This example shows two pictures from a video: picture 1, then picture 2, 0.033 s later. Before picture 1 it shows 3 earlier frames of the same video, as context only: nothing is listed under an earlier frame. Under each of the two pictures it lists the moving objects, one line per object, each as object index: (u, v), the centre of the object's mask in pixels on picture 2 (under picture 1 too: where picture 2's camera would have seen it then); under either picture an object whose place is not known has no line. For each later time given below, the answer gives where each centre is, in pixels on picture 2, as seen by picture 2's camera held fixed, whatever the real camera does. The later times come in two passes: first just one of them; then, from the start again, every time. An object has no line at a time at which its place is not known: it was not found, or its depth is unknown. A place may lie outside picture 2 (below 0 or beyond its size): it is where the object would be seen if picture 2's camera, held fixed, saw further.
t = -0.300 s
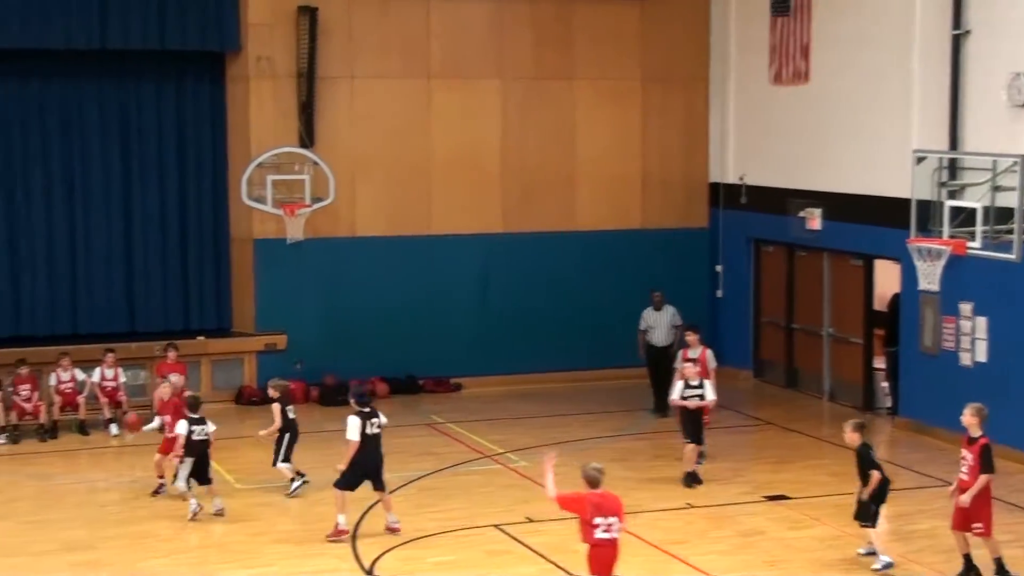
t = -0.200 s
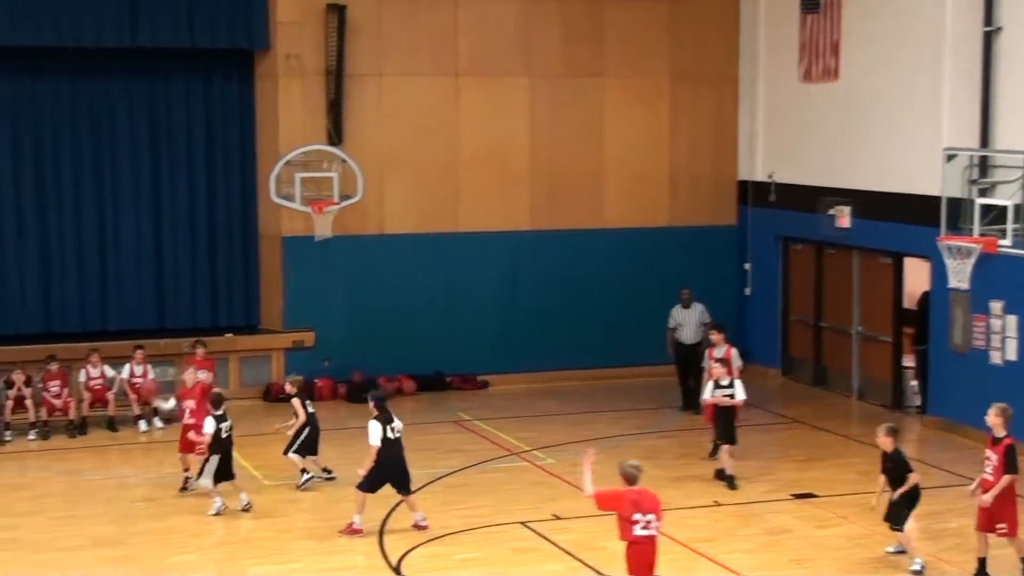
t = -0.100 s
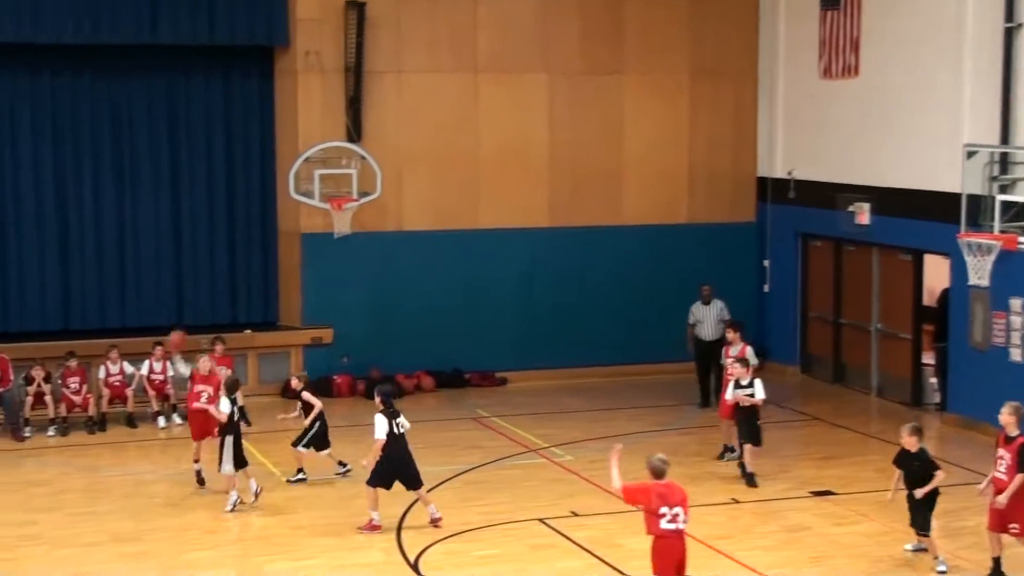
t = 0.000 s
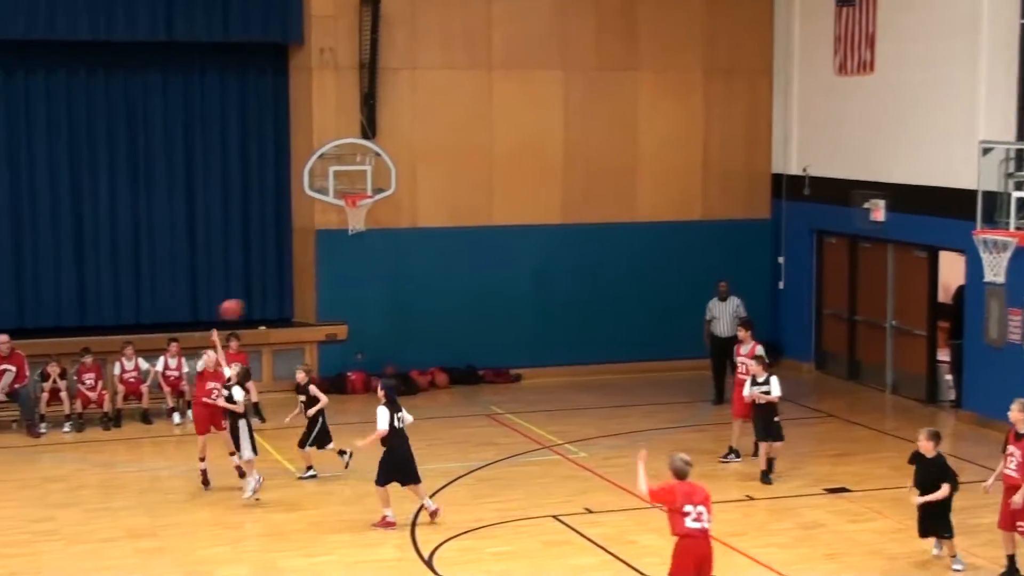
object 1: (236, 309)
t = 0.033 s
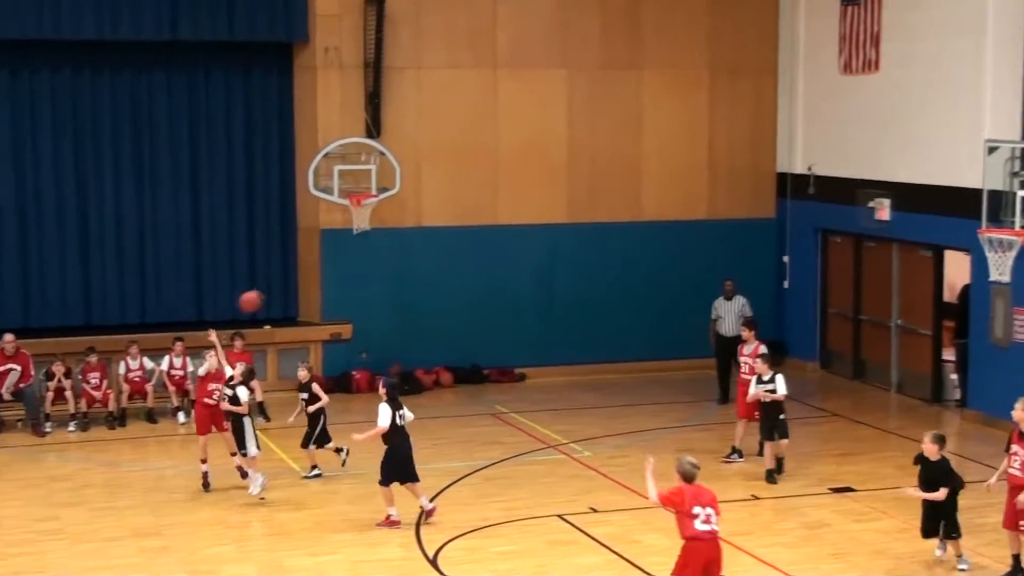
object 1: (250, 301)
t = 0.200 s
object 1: (325, 279)
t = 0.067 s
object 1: (265, 295)
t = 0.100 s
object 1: (279, 290)
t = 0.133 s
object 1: (295, 285)
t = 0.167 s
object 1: (310, 281)
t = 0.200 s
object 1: (325, 279)
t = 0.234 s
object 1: (341, 277)
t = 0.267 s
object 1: (357, 276)
